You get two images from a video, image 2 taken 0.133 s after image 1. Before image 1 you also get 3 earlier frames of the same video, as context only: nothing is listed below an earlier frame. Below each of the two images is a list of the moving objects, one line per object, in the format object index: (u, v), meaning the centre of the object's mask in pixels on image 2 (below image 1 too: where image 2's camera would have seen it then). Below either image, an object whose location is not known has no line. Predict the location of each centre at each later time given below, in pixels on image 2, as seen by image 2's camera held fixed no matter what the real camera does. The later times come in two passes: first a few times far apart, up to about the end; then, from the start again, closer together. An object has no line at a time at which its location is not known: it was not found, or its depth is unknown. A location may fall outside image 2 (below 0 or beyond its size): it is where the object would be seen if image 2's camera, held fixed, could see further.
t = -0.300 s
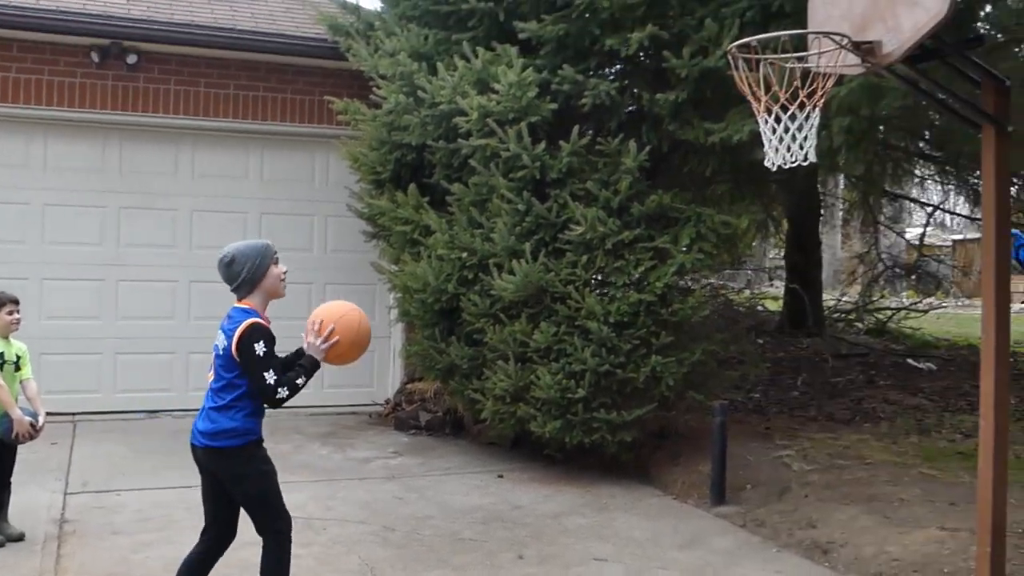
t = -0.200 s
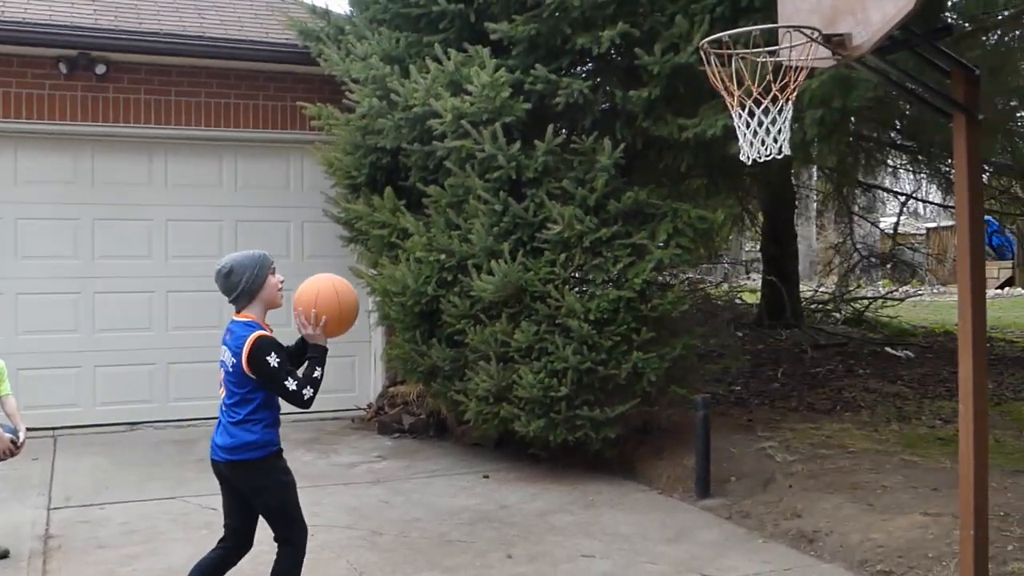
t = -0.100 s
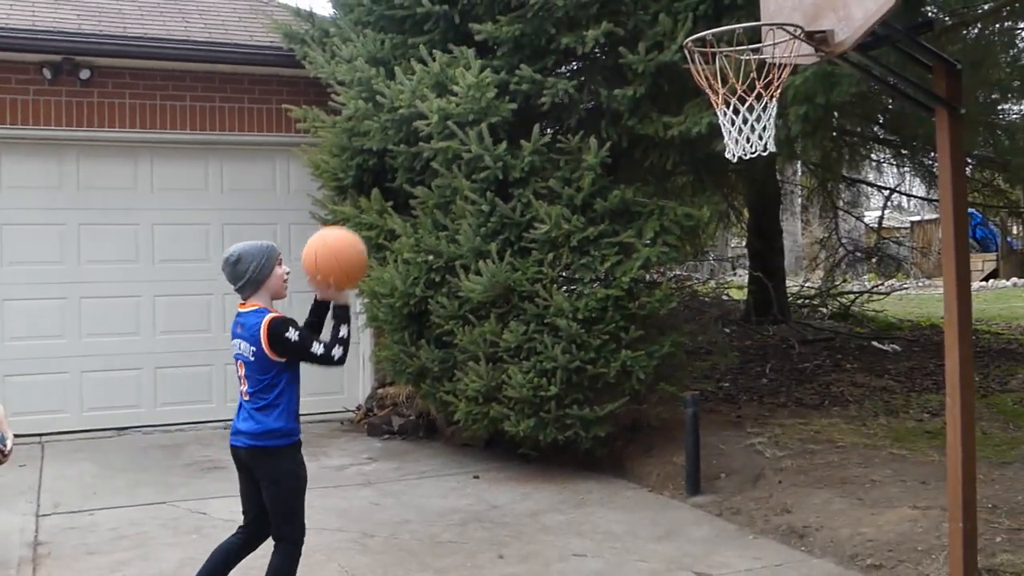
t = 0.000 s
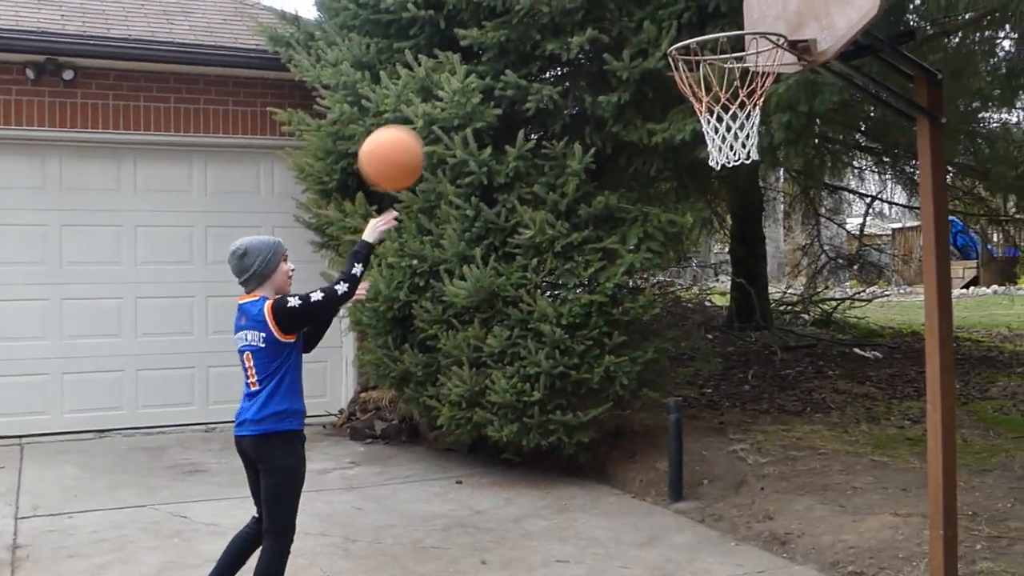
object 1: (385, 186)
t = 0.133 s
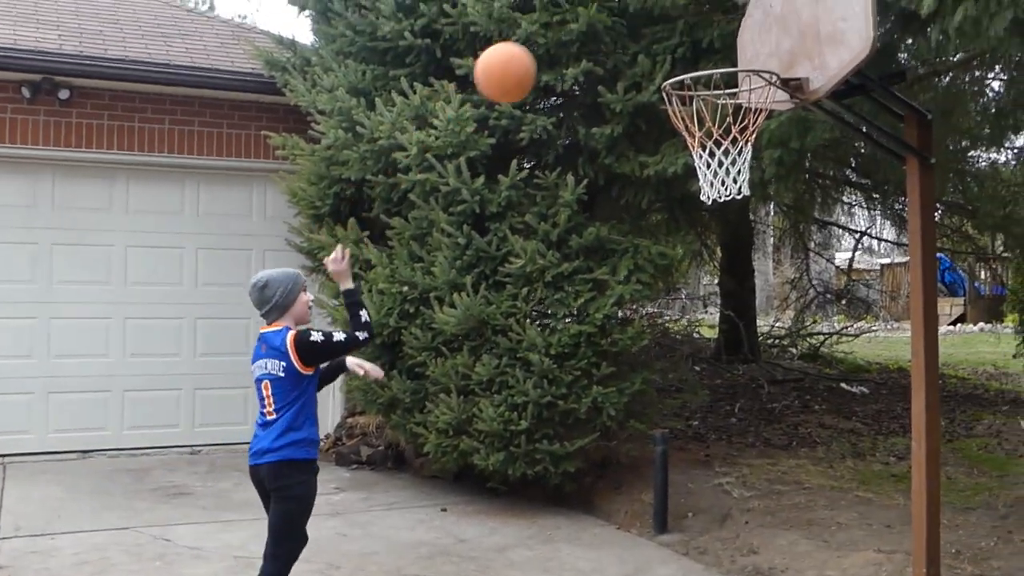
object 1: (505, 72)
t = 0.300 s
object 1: (638, 5)
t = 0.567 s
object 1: (729, 31)
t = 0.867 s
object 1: (674, 156)
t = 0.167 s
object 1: (533, 53)
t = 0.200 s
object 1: (561, 36)
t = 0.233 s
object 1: (588, 22)
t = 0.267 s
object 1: (613, 12)
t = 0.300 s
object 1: (638, 5)
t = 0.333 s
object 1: (662, 1)
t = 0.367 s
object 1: (686, -2)
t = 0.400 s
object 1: (710, -3)
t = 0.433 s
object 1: (732, -3)
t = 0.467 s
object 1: (749, 3)
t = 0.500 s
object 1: (742, 10)
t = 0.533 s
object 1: (736, 20)
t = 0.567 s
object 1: (729, 31)
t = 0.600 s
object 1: (723, 44)
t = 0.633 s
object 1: (717, 62)
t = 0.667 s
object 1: (710, 79)
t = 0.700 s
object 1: (706, 89)
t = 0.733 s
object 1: (699, 98)
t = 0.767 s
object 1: (694, 109)
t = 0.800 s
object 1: (689, 122)
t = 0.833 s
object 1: (682, 136)
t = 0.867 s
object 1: (674, 156)
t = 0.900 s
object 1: (672, 173)
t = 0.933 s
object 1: (667, 195)
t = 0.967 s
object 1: (663, 218)
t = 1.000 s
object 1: (658, 244)
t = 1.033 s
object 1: (653, 271)
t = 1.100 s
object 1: (644, 331)
